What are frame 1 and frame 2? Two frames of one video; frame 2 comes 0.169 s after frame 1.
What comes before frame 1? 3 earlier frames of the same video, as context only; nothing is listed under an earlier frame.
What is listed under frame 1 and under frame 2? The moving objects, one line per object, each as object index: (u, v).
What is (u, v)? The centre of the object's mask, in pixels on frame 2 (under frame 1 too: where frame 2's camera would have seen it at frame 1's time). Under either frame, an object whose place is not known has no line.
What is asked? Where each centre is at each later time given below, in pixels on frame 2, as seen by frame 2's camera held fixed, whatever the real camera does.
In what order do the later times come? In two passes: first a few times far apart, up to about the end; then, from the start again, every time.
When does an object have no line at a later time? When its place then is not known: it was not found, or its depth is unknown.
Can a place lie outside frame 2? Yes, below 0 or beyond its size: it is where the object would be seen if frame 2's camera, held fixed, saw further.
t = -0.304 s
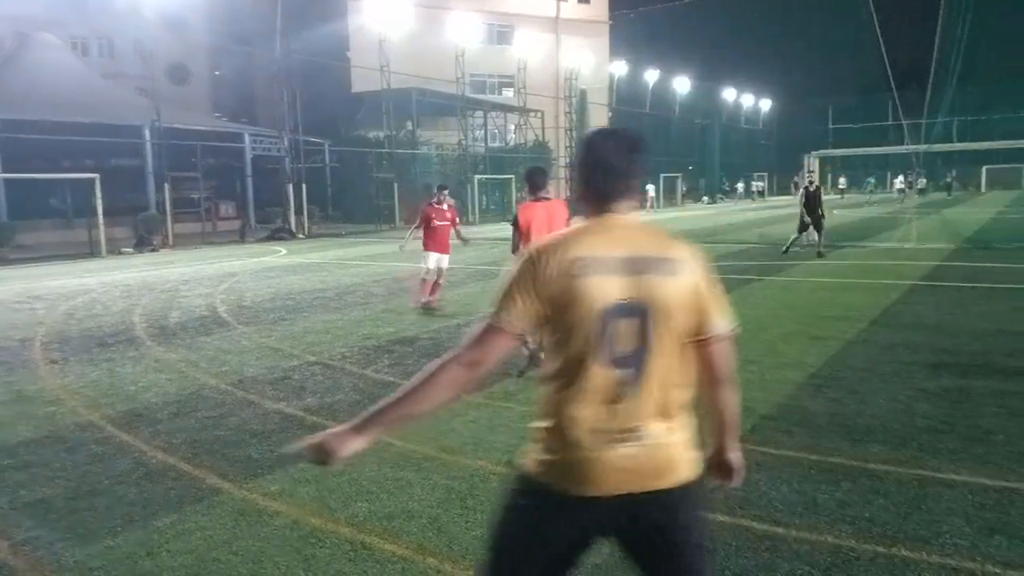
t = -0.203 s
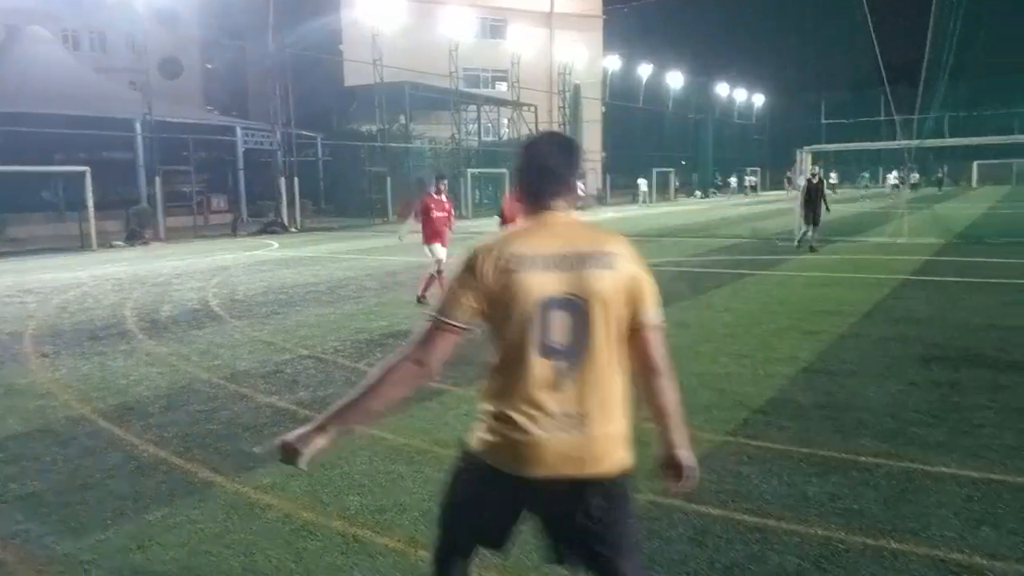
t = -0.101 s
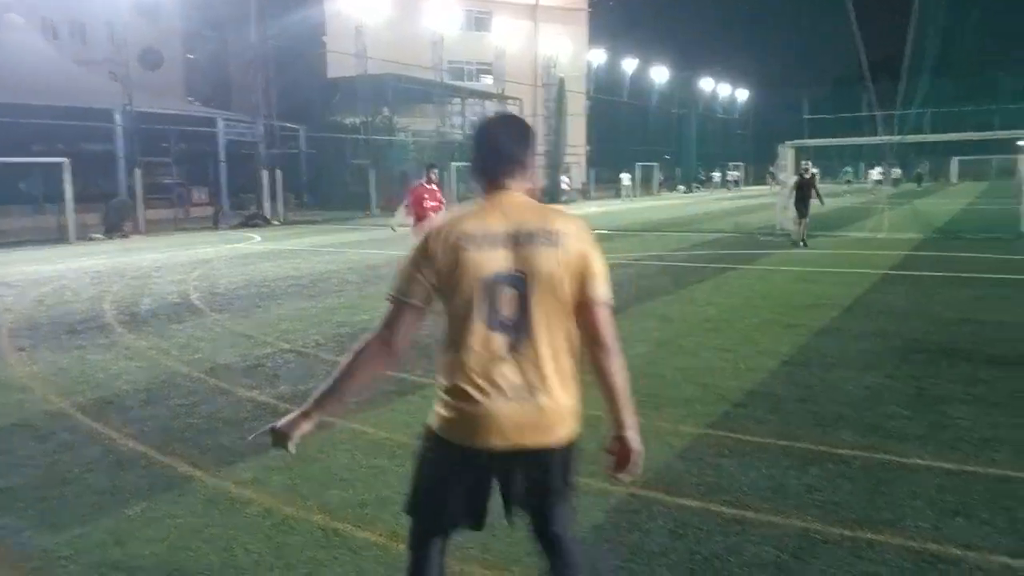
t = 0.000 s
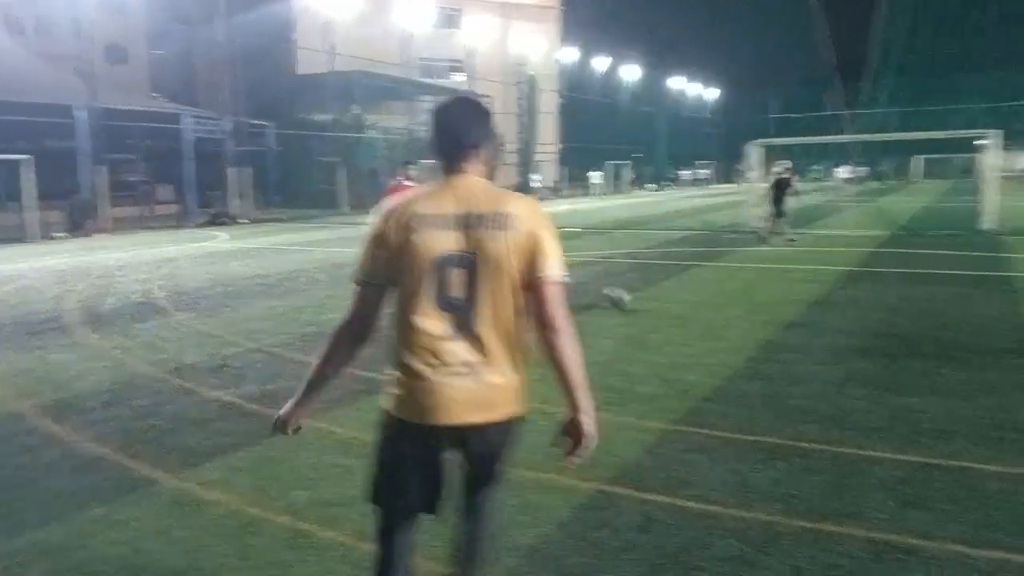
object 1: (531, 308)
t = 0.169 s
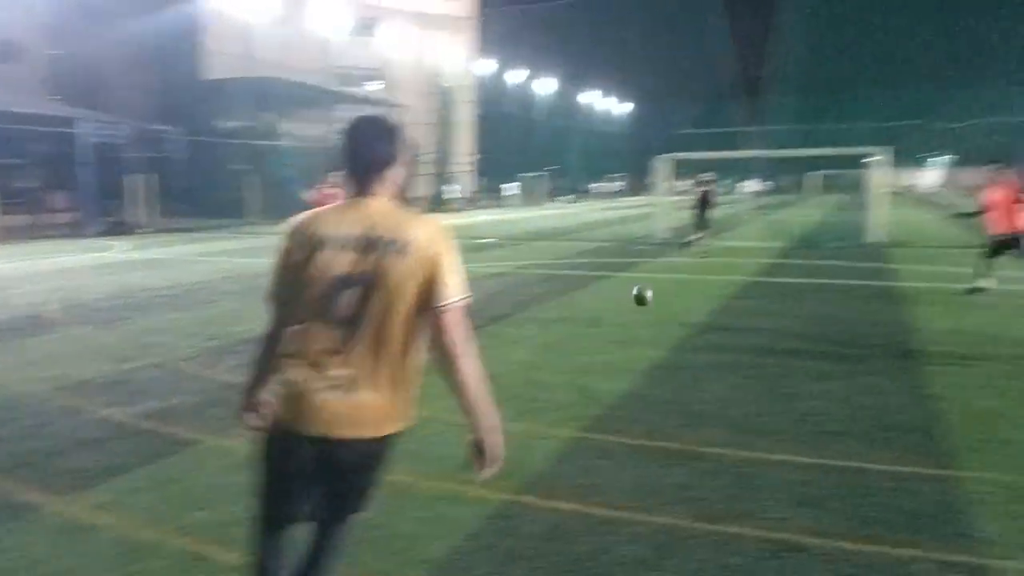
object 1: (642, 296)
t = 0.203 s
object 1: (664, 295)
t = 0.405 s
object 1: (800, 315)
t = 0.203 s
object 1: (664, 295)
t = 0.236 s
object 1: (686, 296)
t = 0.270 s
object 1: (709, 298)
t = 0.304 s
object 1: (731, 301)
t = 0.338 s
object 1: (754, 306)
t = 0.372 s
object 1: (777, 310)
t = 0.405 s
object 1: (800, 315)
